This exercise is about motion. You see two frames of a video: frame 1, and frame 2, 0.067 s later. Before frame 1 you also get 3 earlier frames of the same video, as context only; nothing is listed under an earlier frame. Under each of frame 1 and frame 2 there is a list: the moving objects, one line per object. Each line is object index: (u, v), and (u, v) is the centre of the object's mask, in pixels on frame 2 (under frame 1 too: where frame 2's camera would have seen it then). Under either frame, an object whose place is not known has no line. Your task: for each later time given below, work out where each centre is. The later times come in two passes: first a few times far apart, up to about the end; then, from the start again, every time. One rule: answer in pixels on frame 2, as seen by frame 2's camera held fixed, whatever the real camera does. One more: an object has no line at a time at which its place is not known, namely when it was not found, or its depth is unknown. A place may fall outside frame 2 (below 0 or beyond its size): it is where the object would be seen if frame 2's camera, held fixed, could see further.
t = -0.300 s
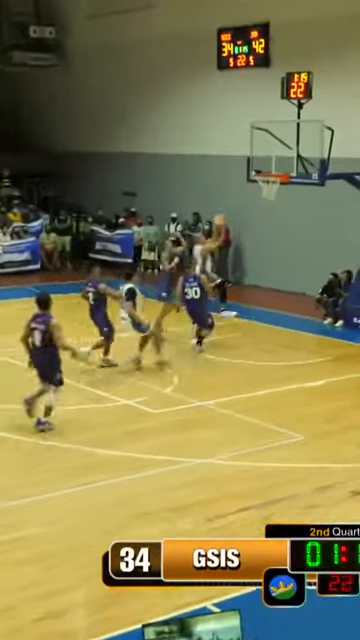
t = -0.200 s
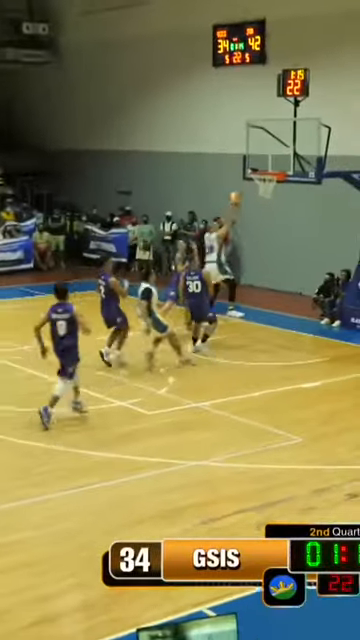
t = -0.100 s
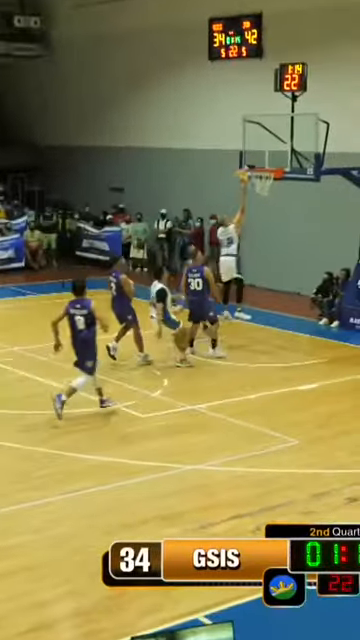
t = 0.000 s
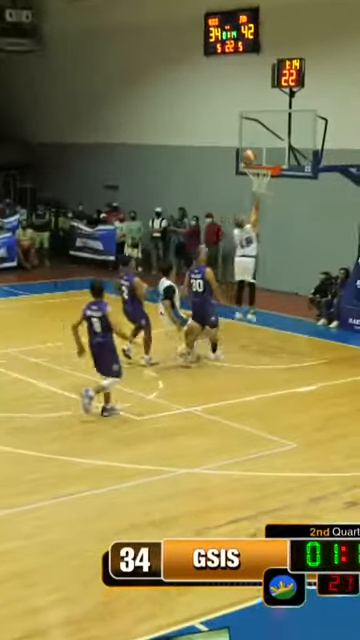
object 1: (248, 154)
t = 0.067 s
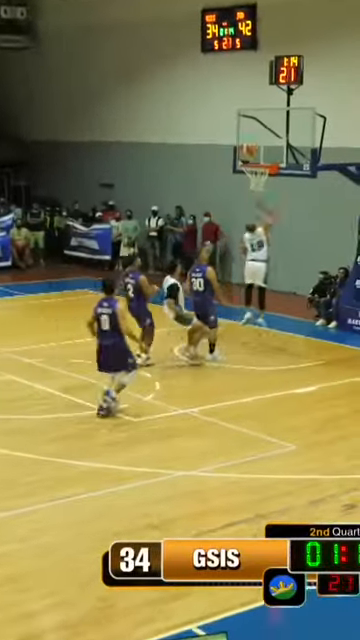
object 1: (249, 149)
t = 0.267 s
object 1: (248, 145)
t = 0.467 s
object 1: (247, 169)
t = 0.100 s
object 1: (250, 146)
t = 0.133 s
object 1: (250, 145)
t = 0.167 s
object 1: (250, 145)
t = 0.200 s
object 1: (248, 143)
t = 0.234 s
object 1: (248, 144)
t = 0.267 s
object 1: (248, 145)
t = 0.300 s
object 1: (248, 146)
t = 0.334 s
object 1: (248, 146)
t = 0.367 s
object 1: (246, 152)
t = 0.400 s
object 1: (246, 154)
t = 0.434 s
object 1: (247, 158)
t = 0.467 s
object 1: (247, 169)
